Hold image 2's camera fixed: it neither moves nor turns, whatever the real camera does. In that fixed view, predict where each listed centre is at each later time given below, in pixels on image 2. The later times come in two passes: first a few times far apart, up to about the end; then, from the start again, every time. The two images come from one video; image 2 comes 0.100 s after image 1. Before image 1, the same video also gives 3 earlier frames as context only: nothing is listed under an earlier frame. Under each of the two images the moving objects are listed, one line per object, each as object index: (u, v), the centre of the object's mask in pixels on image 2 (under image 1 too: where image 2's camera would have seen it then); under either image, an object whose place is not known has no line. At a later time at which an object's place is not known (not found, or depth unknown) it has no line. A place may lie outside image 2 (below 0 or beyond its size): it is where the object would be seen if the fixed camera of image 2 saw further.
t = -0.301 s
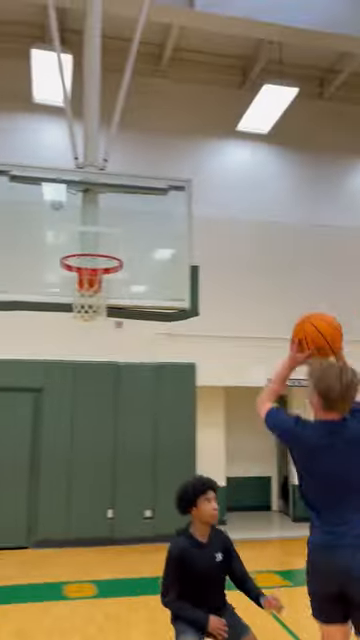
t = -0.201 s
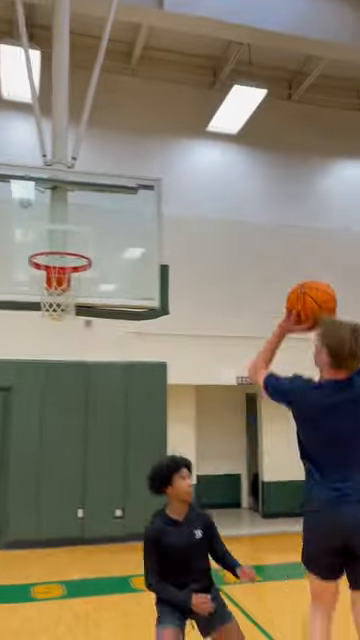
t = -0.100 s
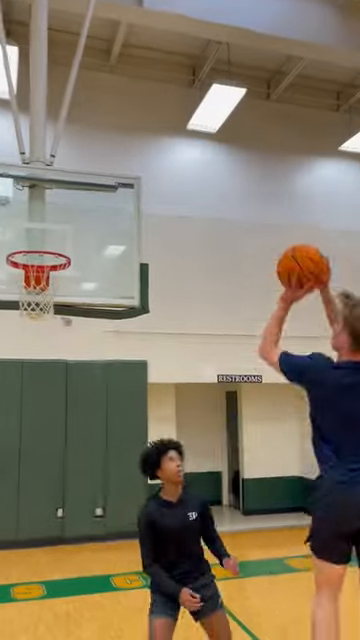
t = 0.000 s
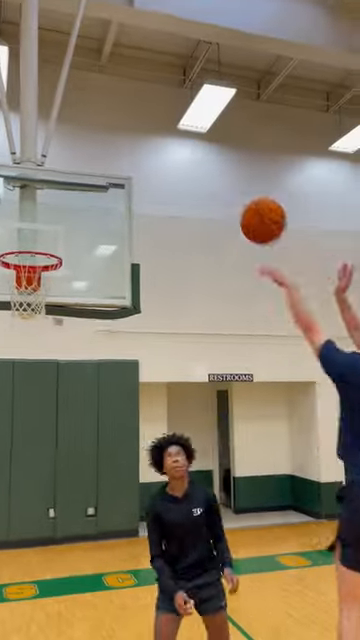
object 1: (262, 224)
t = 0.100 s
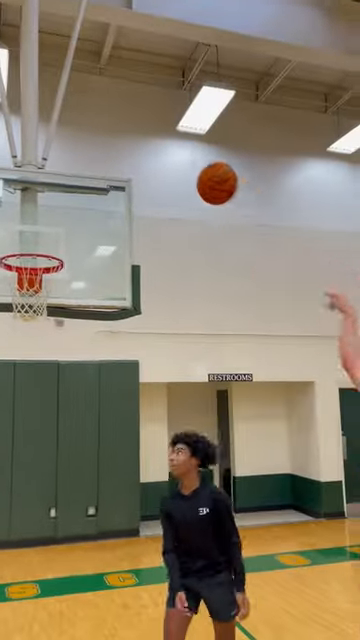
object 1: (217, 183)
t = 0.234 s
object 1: (167, 162)
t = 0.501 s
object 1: (89, 194)
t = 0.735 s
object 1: (49, 232)
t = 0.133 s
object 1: (203, 175)
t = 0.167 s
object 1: (191, 169)
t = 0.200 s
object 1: (179, 165)
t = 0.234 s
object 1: (167, 162)
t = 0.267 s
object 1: (156, 161)
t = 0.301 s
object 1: (146, 161)
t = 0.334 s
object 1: (135, 164)
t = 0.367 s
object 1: (125, 166)
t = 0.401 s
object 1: (116, 172)
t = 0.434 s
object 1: (107, 178)
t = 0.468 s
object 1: (98, 185)
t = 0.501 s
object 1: (89, 194)
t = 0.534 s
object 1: (82, 204)
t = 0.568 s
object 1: (73, 214)
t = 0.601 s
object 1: (65, 226)
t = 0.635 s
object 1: (58, 239)
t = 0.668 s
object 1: (53, 243)
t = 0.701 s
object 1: (51, 236)
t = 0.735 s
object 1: (49, 232)
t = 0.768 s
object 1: (47, 228)
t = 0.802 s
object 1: (45, 226)
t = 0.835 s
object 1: (43, 226)
